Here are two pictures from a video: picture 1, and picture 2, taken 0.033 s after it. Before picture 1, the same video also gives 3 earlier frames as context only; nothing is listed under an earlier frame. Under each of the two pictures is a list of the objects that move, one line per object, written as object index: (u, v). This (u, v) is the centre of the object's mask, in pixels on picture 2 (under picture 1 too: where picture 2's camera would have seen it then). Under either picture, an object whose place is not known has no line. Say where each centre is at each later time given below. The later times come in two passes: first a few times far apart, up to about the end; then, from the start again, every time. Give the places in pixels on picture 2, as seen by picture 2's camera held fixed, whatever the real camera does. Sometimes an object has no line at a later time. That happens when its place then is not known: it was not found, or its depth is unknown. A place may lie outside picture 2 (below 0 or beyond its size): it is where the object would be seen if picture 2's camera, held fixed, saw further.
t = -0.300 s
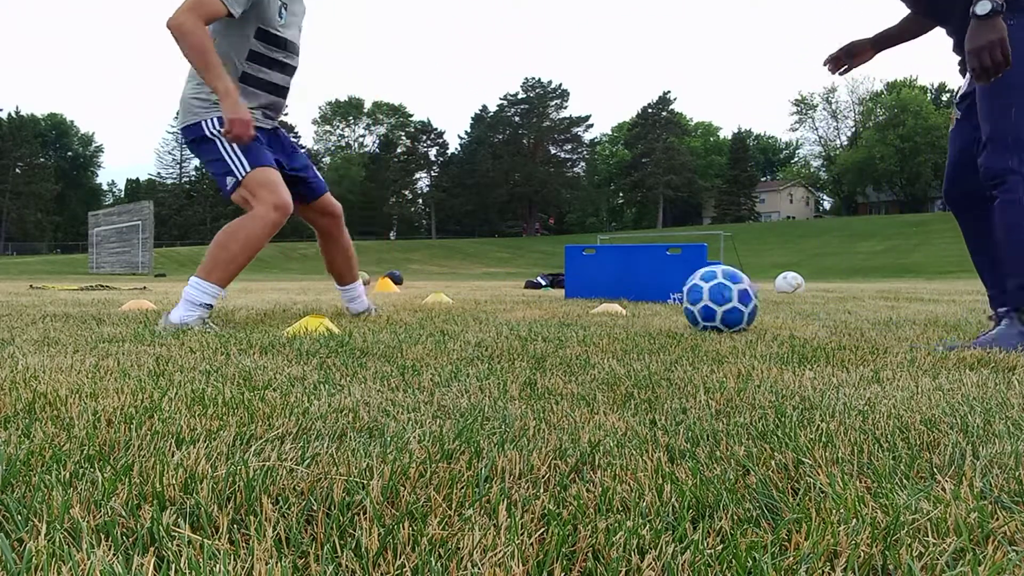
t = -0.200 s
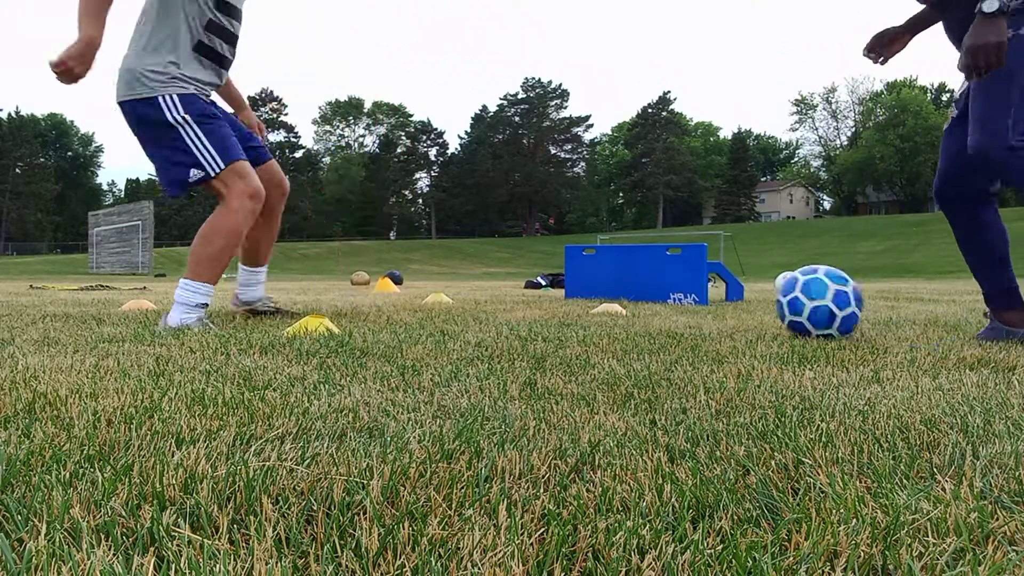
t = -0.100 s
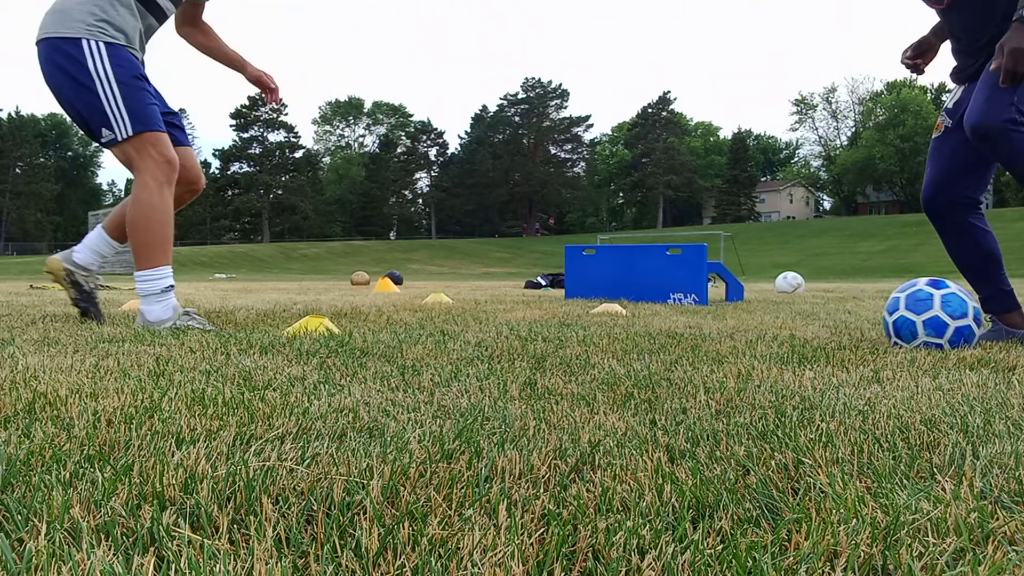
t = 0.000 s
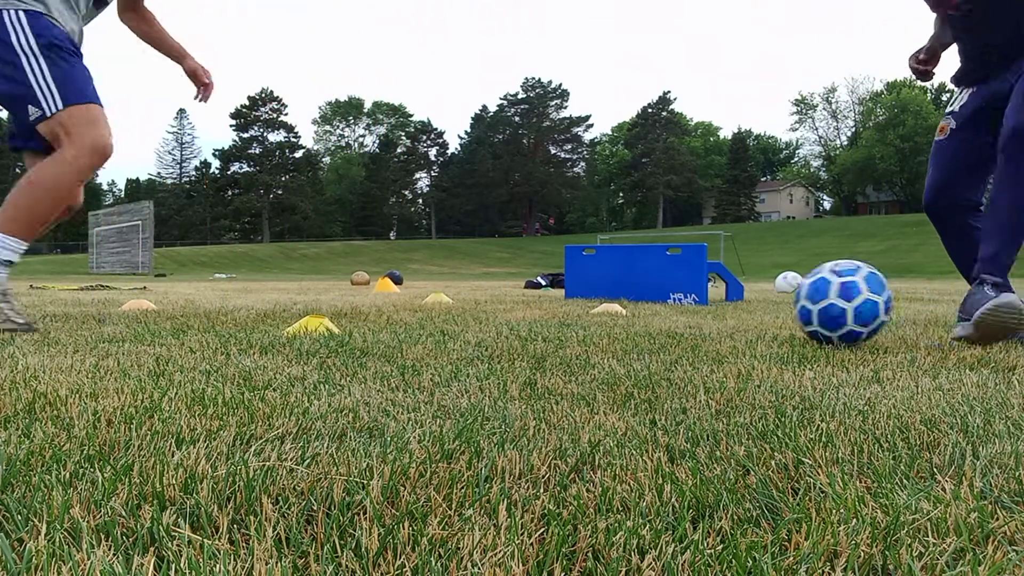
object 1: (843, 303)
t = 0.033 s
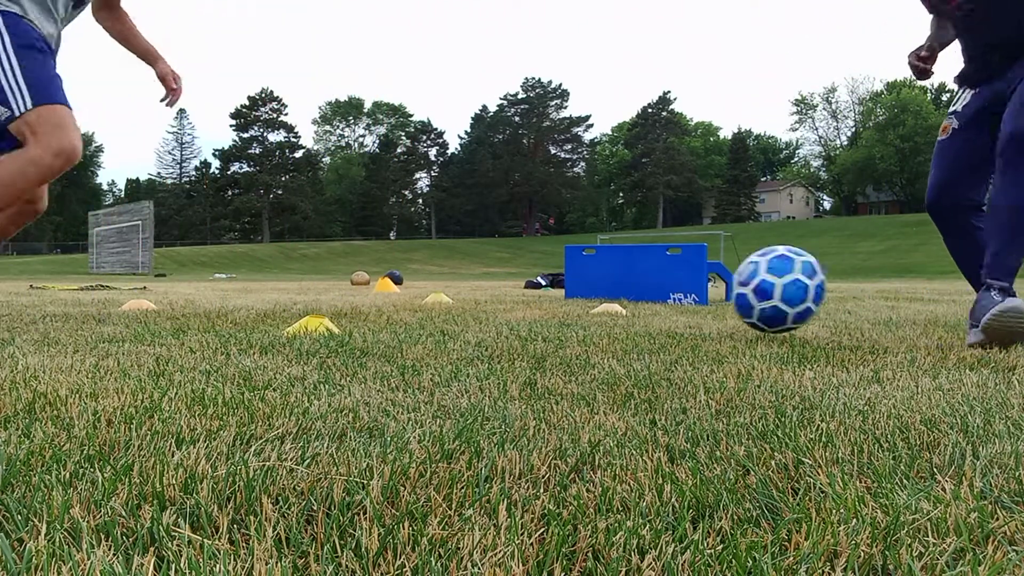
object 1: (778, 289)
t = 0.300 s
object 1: (303, 311)
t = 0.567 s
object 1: (18, 299)
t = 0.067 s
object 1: (714, 279)
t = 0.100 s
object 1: (651, 273)
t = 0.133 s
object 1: (589, 272)
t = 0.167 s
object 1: (530, 276)
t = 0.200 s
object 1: (470, 283)
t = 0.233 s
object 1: (412, 293)
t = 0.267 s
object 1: (354, 303)
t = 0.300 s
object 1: (303, 311)
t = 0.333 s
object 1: (262, 302)
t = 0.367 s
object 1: (222, 294)
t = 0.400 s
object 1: (183, 288)
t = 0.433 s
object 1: (144, 284)
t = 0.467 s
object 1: (106, 284)
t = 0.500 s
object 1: (68, 287)
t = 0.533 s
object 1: (36, 293)
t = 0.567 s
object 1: (18, 299)
